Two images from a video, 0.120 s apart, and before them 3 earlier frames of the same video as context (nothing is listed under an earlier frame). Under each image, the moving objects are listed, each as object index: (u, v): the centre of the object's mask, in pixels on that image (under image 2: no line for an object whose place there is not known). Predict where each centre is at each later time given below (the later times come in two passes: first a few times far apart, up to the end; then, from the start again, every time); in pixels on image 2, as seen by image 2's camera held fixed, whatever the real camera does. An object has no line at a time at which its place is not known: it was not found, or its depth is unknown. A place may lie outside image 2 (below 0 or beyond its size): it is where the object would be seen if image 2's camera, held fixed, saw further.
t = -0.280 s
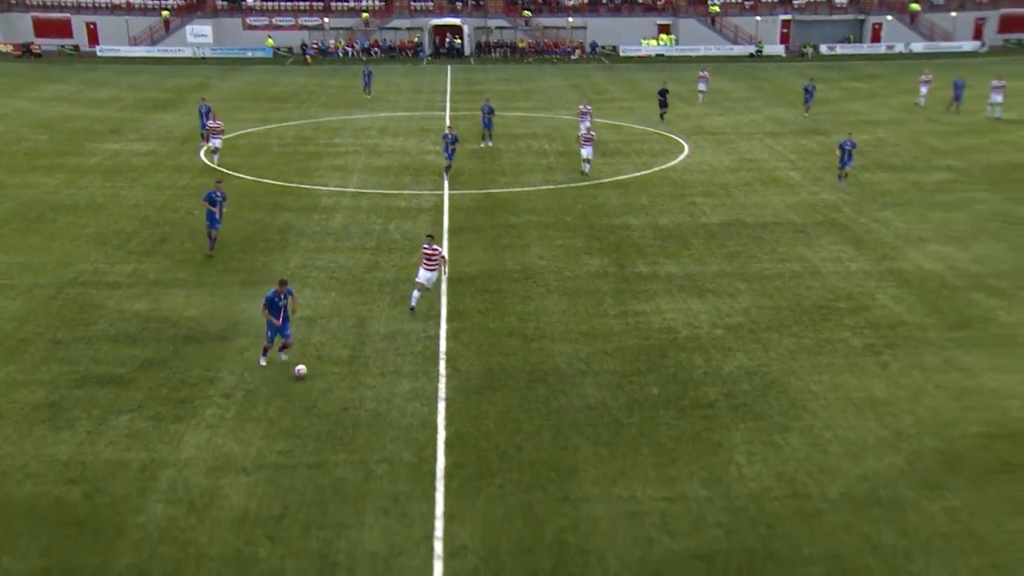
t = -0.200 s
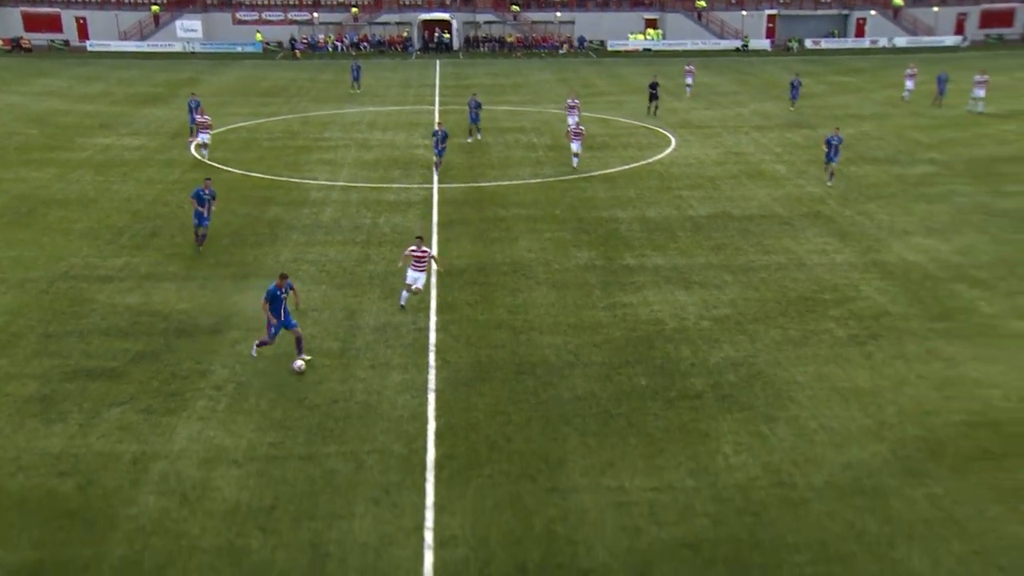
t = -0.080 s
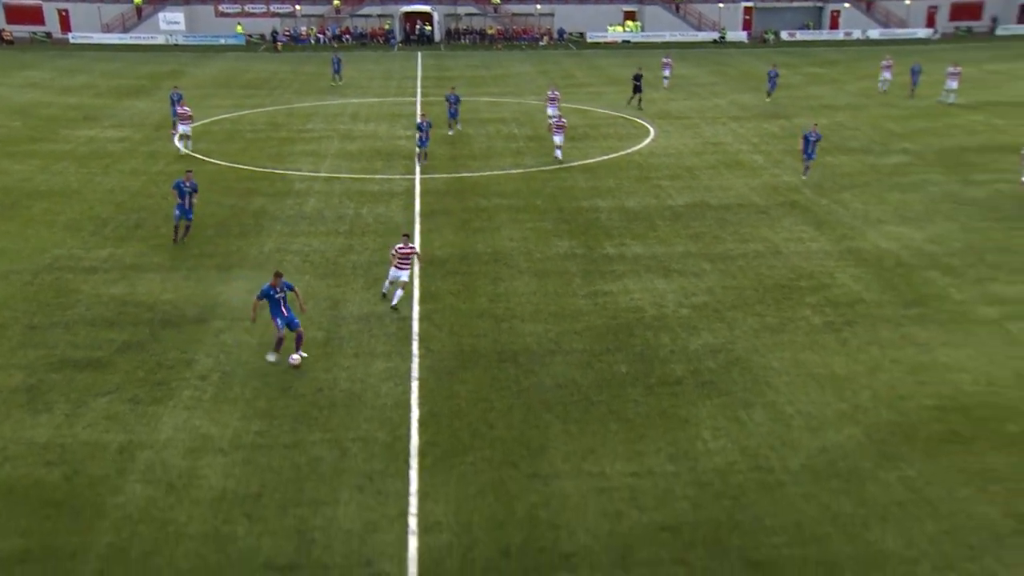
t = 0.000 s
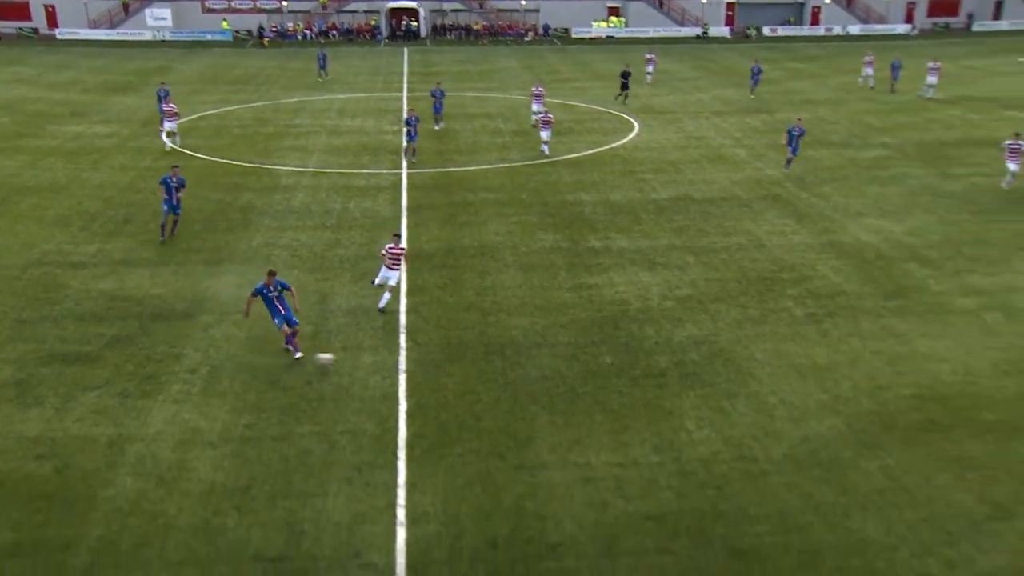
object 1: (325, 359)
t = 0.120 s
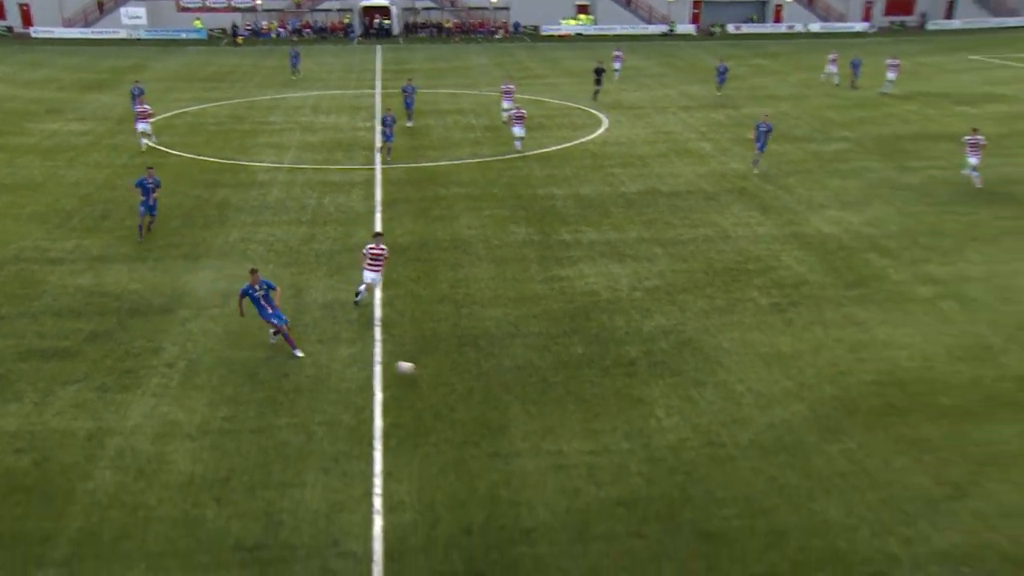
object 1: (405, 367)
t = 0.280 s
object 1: (550, 395)
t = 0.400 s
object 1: (658, 414)
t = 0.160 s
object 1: (442, 375)
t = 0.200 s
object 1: (479, 384)
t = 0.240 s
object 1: (515, 391)
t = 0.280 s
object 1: (550, 395)
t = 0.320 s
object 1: (586, 400)
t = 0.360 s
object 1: (621, 406)
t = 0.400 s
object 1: (658, 414)
